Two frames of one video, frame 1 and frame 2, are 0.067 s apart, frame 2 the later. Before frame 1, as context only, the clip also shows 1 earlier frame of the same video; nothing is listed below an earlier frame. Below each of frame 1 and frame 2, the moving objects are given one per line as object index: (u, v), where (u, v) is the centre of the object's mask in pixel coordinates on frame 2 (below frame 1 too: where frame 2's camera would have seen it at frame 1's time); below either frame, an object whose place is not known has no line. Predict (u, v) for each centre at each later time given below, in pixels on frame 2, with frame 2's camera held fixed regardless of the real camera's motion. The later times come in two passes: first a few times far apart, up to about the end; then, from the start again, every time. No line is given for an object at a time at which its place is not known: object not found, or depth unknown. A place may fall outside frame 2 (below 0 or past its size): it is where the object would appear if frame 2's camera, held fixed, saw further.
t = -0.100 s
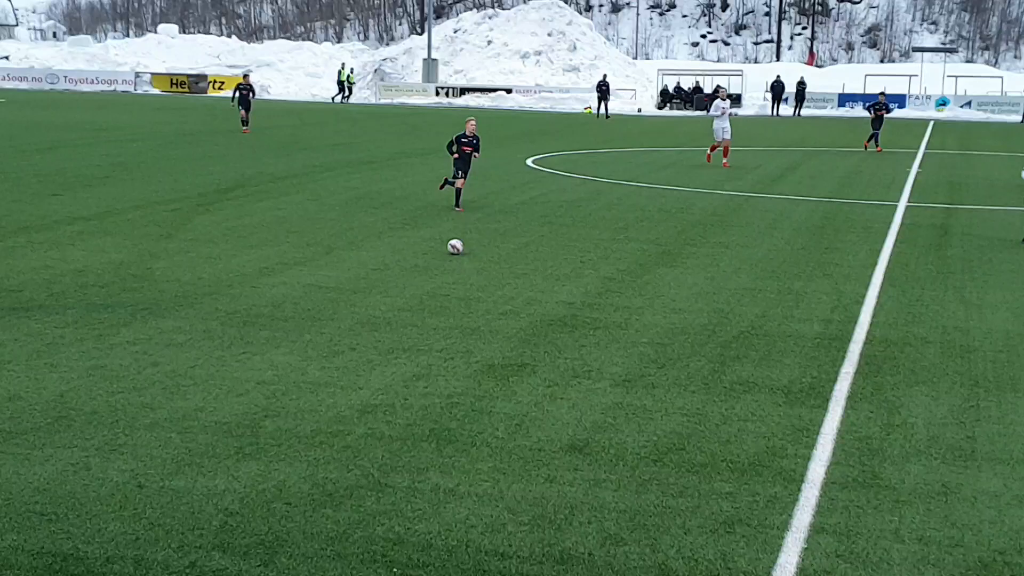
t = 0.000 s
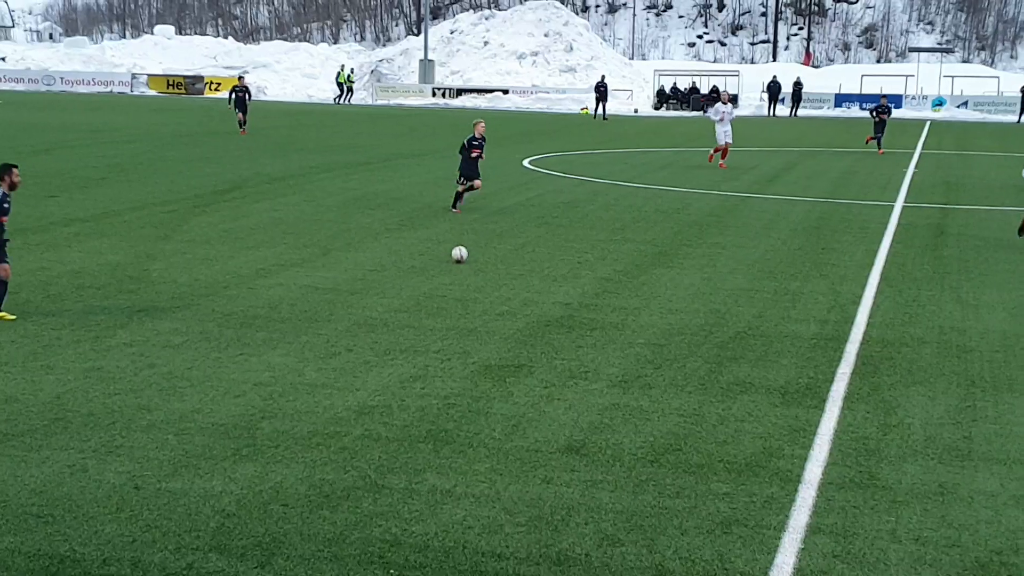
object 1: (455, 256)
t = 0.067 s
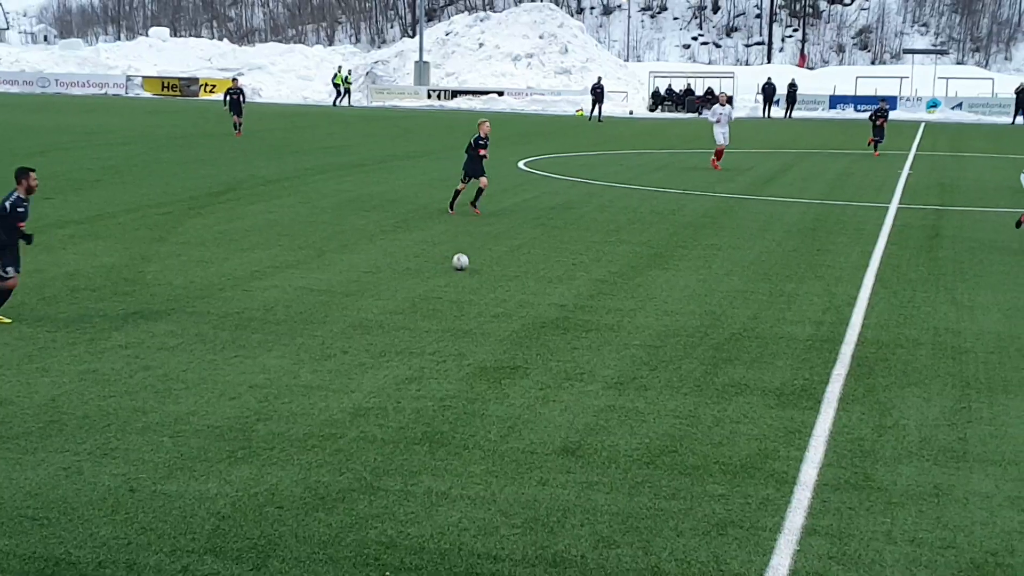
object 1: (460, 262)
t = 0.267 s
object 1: (477, 277)
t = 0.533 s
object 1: (500, 299)
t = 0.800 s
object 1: (526, 321)
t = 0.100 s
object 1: (463, 264)
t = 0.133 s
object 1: (466, 266)
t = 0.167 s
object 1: (468, 270)
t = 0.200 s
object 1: (471, 272)
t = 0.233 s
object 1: (474, 275)
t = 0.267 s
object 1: (477, 277)
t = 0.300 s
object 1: (480, 280)
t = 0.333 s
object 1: (482, 283)
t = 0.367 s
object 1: (485, 285)
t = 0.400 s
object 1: (488, 288)
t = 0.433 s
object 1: (491, 291)
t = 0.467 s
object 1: (494, 293)
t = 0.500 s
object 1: (497, 295)
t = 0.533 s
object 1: (500, 299)
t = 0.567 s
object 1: (503, 301)
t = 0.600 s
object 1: (506, 304)
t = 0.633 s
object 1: (509, 307)
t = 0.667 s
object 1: (512, 310)
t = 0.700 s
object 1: (516, 312)
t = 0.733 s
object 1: (519, 315)
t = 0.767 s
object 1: (523, 319)
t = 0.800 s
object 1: (526, 321)
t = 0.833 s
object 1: (529, 324)
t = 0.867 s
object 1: (533, 328)
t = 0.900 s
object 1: (536, 330)
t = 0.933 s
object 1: (540, 333)
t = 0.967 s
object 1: (544, 338)
